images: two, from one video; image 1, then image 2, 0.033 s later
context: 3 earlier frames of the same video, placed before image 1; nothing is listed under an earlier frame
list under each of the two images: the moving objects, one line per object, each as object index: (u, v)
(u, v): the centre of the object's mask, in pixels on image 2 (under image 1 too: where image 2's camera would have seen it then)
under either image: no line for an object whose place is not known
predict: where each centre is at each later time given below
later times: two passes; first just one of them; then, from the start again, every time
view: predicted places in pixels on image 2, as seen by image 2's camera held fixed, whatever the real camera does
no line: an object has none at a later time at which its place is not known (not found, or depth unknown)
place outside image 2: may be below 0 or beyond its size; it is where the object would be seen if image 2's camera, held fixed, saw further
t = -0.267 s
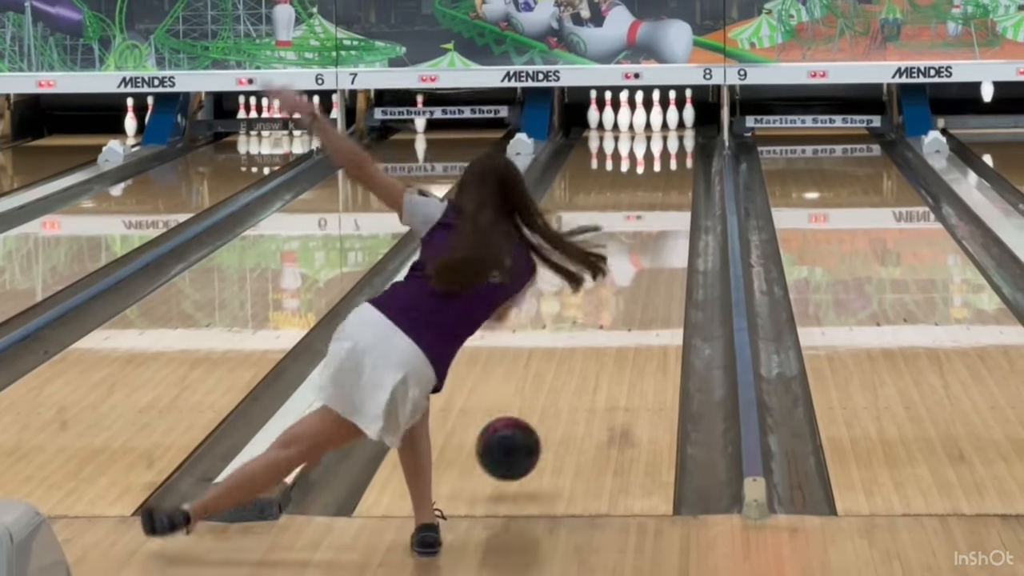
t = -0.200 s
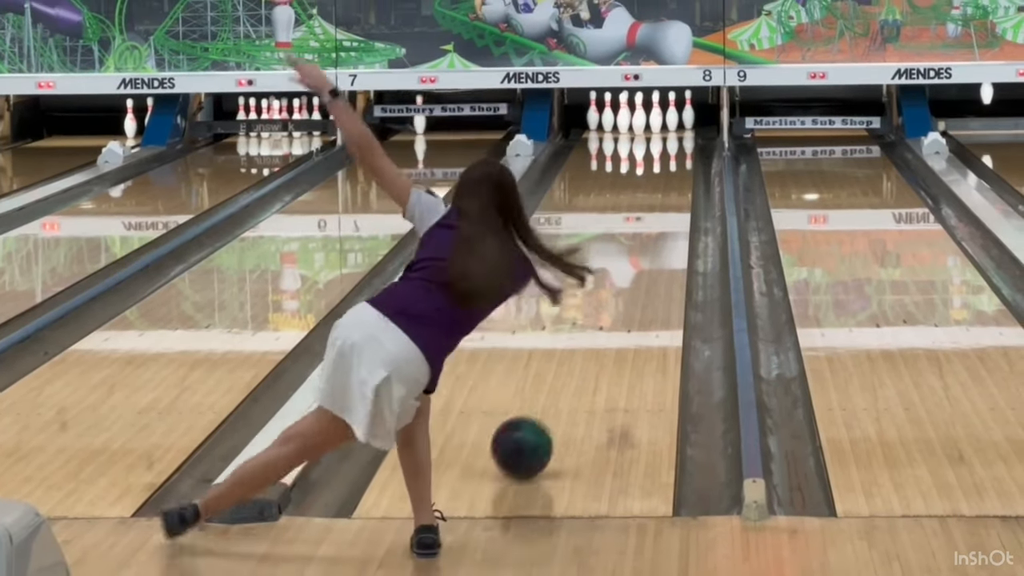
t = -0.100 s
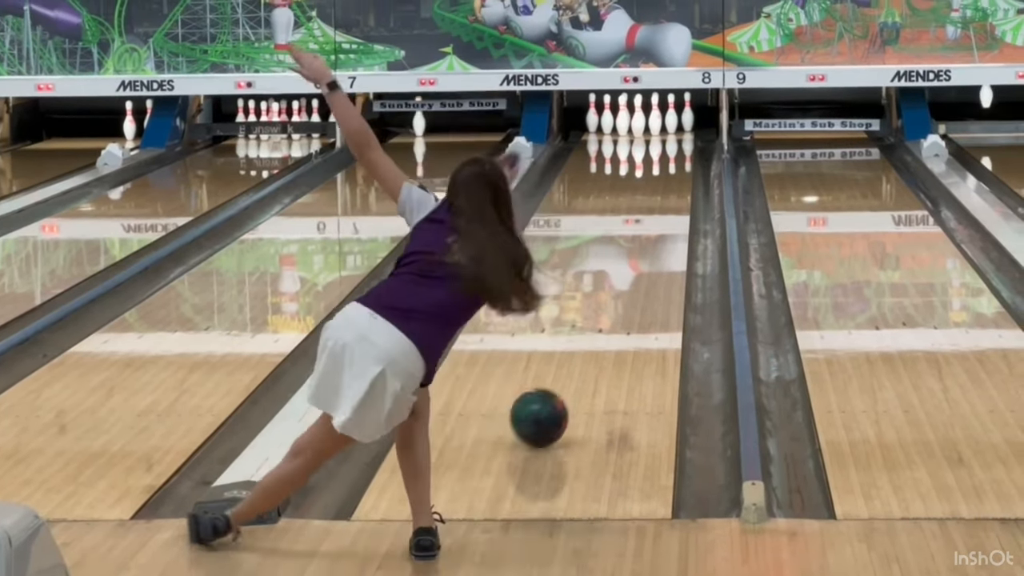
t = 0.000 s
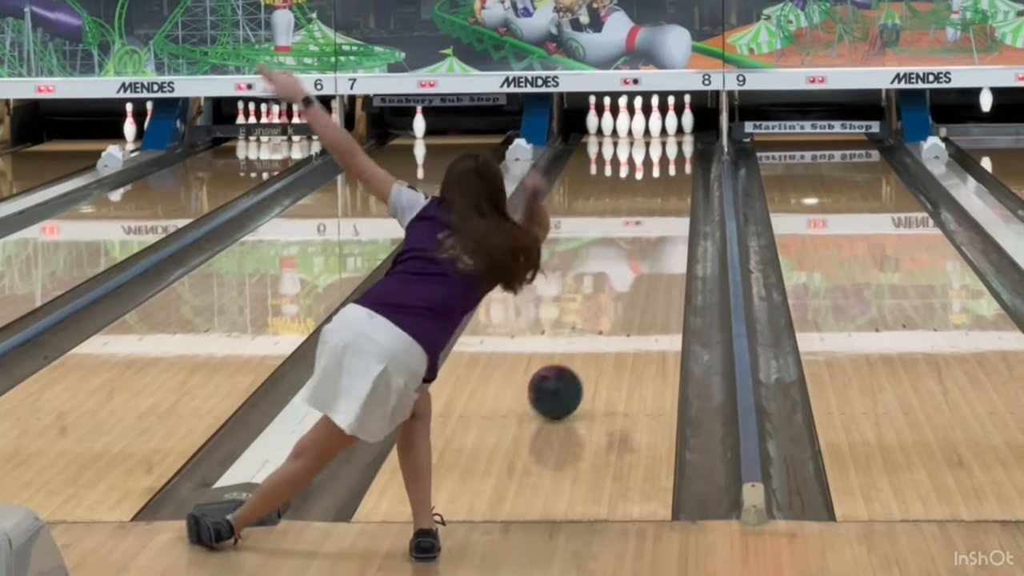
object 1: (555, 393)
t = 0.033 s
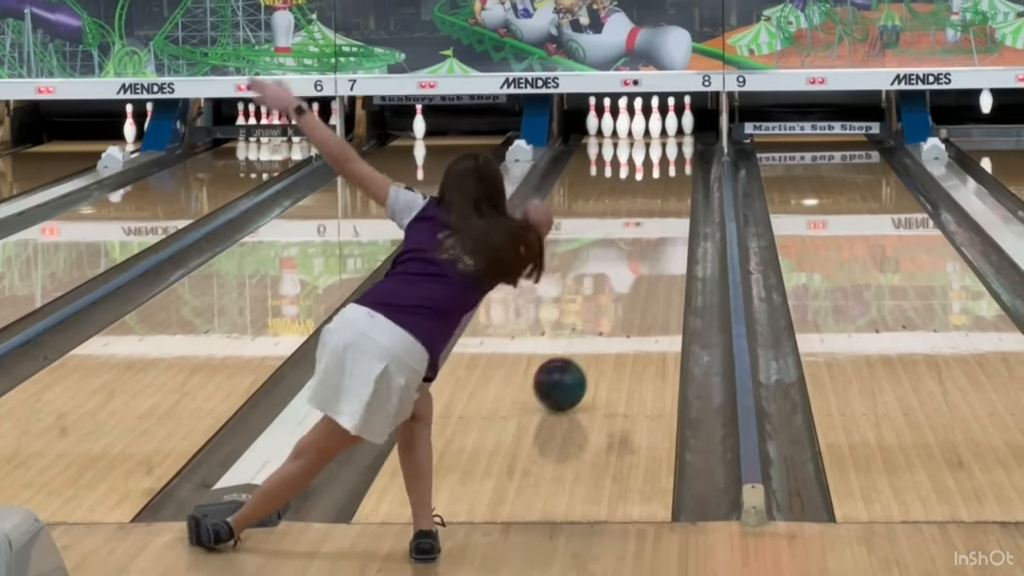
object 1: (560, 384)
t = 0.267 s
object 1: (588, 332)
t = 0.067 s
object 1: (564, 375)
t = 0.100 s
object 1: (568, 367)
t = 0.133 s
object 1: (573, 360)
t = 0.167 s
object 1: (577, 352)
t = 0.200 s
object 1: (581, 345)
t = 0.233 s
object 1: (585, 338)
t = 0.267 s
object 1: (588, 332)
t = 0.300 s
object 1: (592, 325)
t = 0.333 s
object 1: (595, 319)
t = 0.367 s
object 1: (598, 313)
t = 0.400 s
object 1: (601, 308)
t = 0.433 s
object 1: (604, 302)
